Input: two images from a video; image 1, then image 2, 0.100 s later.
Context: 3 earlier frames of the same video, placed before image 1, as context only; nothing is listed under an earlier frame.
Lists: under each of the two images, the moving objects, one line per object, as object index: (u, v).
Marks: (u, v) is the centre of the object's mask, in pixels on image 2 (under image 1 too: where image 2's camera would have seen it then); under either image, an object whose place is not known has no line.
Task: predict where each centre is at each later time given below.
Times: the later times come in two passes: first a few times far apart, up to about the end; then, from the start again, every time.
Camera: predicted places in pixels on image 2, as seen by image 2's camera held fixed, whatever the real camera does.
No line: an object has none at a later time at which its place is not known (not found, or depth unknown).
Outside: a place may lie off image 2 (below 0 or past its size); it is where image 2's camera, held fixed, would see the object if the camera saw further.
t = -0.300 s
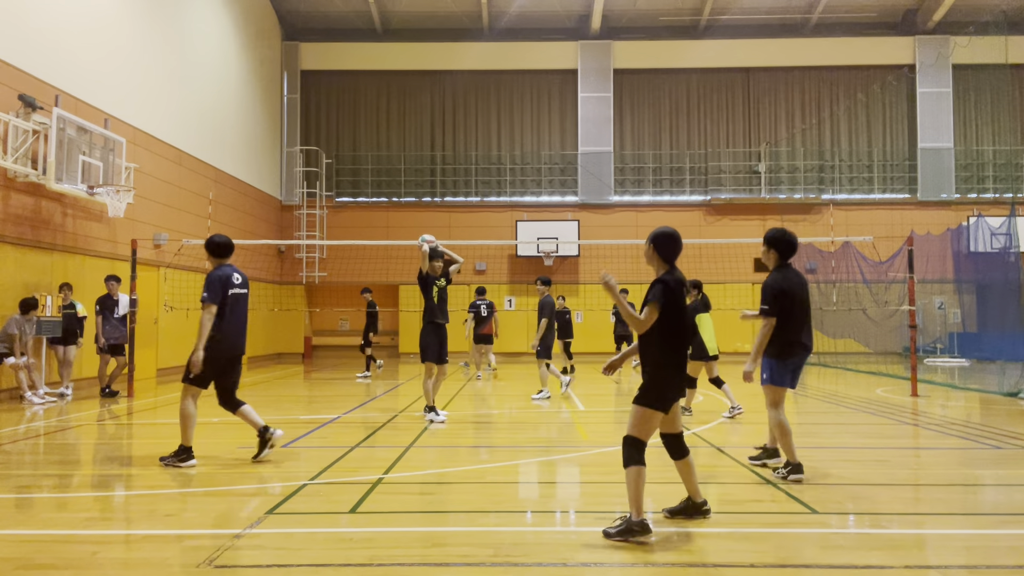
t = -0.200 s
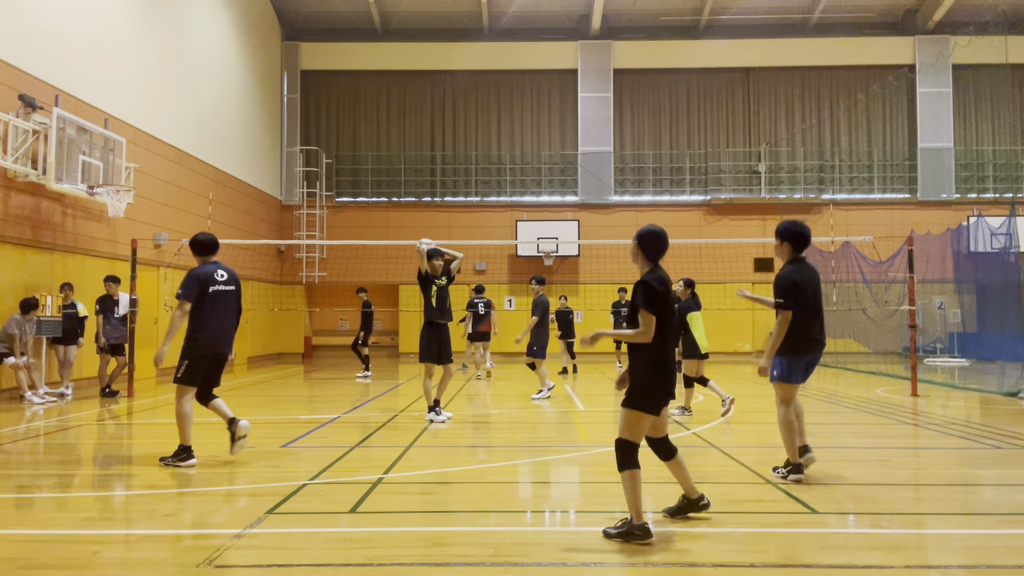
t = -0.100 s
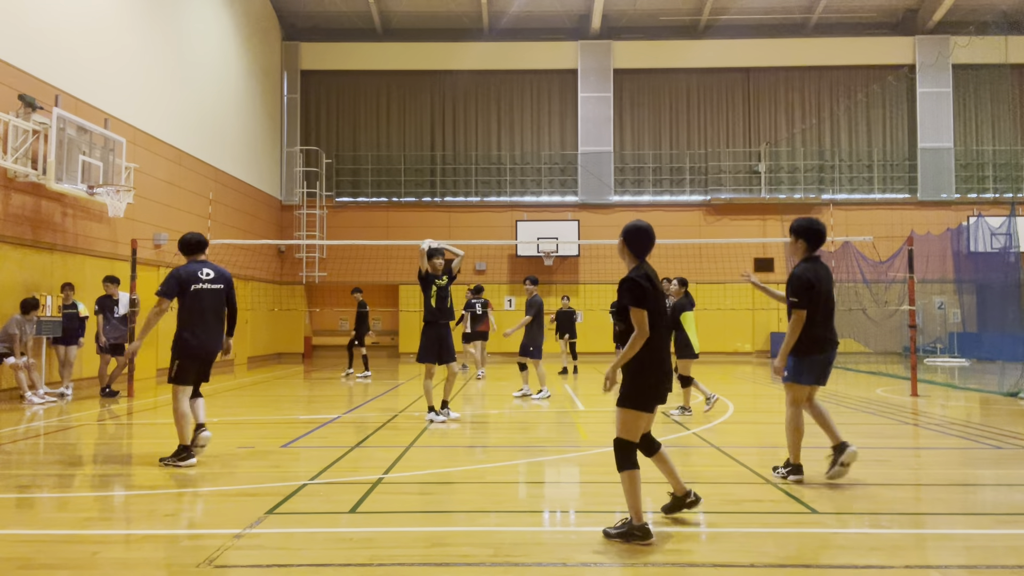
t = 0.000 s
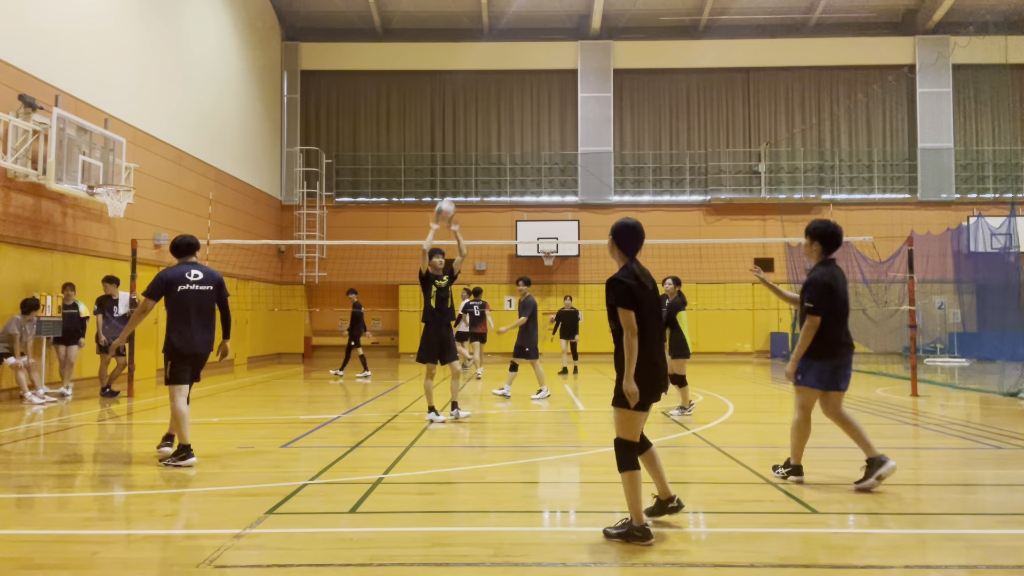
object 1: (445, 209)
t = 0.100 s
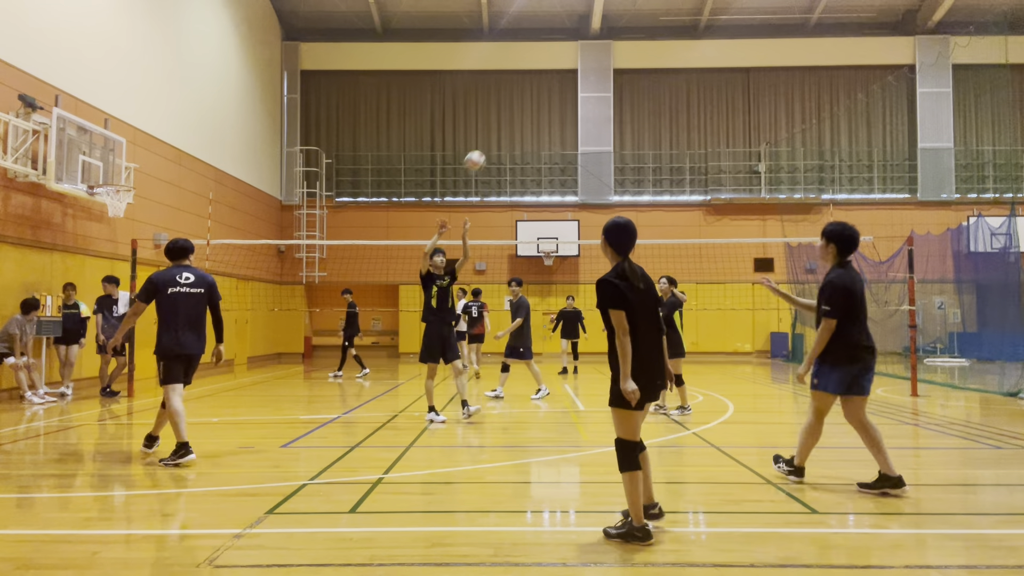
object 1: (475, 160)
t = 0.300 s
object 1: (543, 81)
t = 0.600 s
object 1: (677, 12)
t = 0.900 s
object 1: (880, 54)
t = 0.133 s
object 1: (485, 145)
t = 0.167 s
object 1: (496, 132)
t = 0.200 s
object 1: (507, 119)
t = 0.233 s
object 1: (519, 105)
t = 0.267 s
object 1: (531, 93)
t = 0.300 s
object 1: (543, 81)
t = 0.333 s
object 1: (556, 69)
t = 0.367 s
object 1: (569, 58)
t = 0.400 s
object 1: (583, 48)
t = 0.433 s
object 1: (597, 39)
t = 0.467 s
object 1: (612, 31)
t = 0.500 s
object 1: (627, 25)
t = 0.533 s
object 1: (643, 19)
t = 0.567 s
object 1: (661, 14)
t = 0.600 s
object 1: (677, 12)
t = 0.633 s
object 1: (696, 11)
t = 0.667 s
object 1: (715, 11)
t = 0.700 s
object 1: (735, 12)
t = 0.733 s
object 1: (758, 13)
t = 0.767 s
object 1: (781, 16)
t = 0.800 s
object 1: (803, 21)
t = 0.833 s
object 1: (828, 28)
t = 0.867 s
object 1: (854, 39)
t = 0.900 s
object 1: (880, 54)
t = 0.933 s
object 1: (910, 70)
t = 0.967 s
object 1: (941, 88)
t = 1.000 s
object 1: (974, 112)
